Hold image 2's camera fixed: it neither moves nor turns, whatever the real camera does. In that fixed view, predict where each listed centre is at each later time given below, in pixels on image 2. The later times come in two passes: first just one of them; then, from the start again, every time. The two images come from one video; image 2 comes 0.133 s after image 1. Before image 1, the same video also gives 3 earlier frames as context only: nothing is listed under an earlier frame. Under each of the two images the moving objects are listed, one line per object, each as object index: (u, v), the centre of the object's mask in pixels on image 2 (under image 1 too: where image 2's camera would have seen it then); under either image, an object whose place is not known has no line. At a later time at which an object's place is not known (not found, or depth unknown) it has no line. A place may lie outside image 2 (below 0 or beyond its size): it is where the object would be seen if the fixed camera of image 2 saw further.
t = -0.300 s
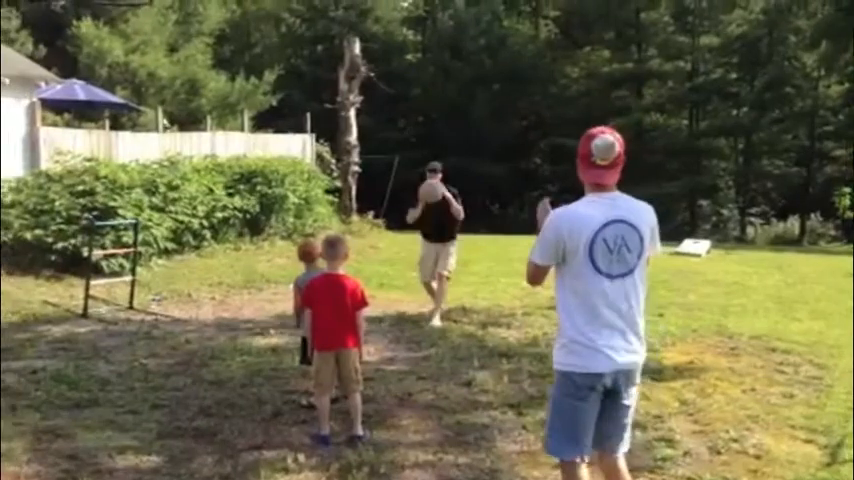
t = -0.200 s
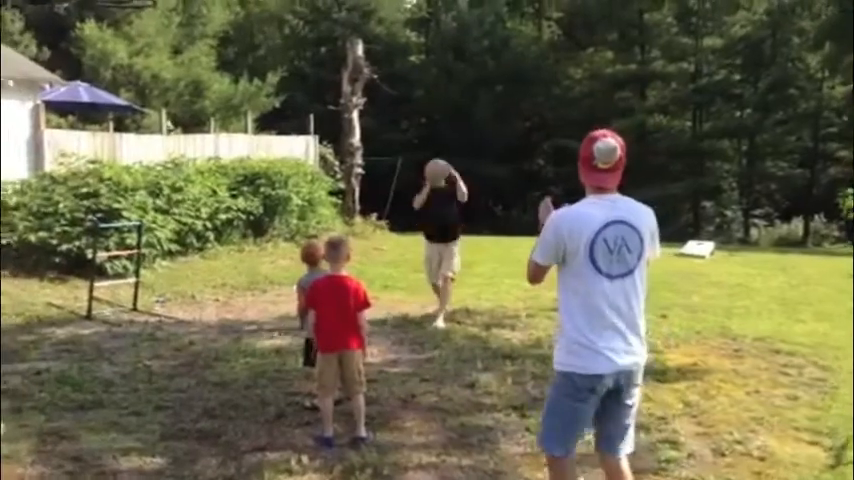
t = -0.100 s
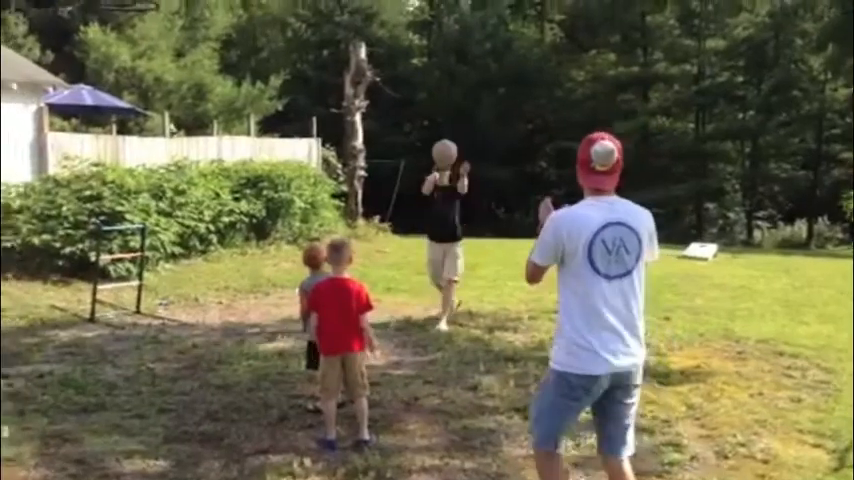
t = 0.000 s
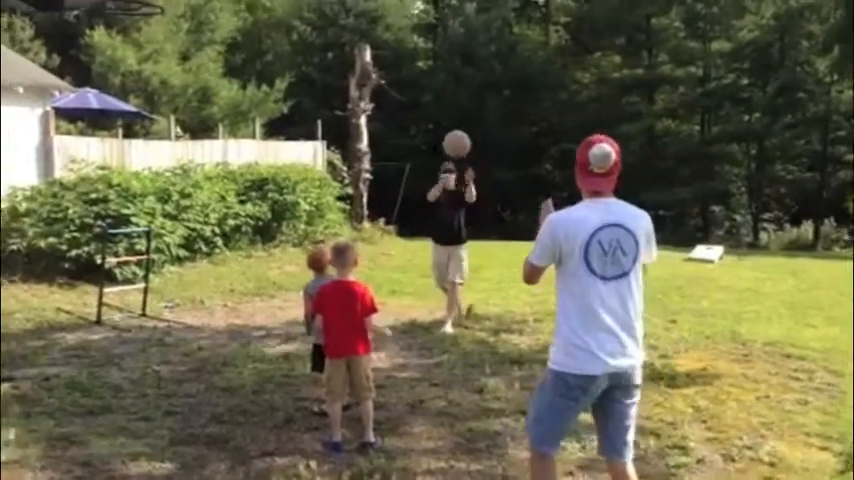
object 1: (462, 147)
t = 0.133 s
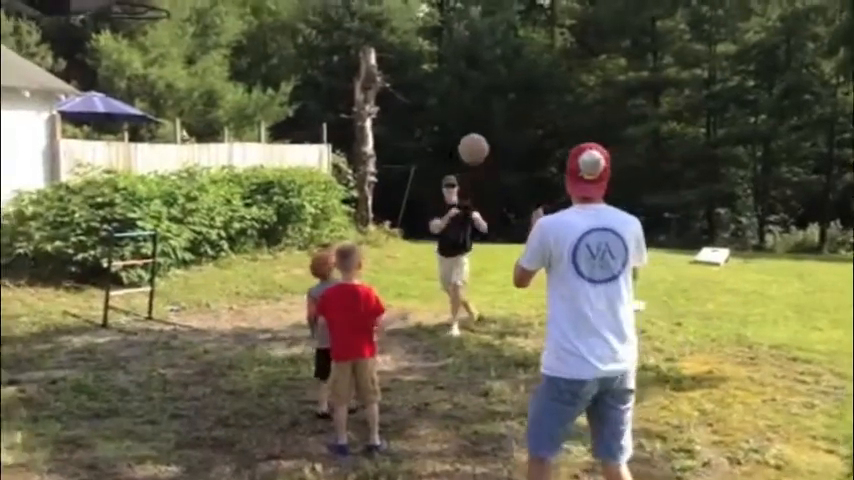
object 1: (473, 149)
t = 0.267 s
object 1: (488, 177)
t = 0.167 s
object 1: (477, 153)
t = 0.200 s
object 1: (480, 159)
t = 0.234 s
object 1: (483, 167)
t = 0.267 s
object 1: (488, 177)
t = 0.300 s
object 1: (493, 189)
